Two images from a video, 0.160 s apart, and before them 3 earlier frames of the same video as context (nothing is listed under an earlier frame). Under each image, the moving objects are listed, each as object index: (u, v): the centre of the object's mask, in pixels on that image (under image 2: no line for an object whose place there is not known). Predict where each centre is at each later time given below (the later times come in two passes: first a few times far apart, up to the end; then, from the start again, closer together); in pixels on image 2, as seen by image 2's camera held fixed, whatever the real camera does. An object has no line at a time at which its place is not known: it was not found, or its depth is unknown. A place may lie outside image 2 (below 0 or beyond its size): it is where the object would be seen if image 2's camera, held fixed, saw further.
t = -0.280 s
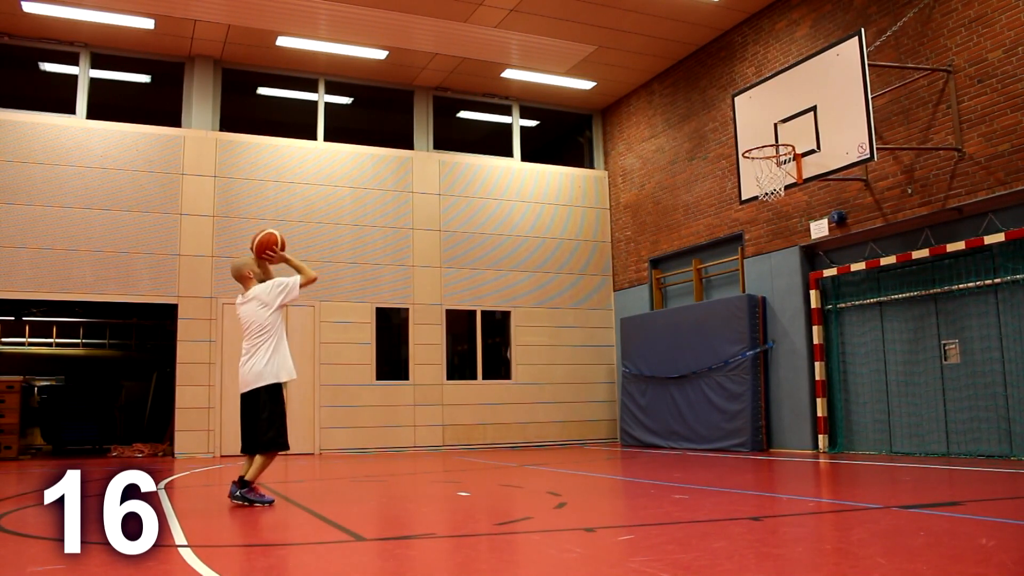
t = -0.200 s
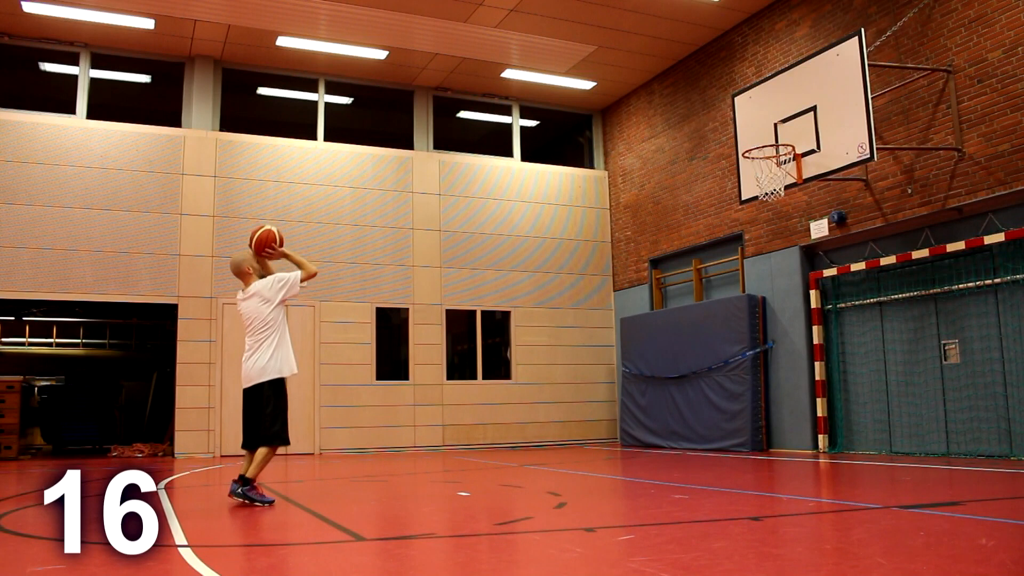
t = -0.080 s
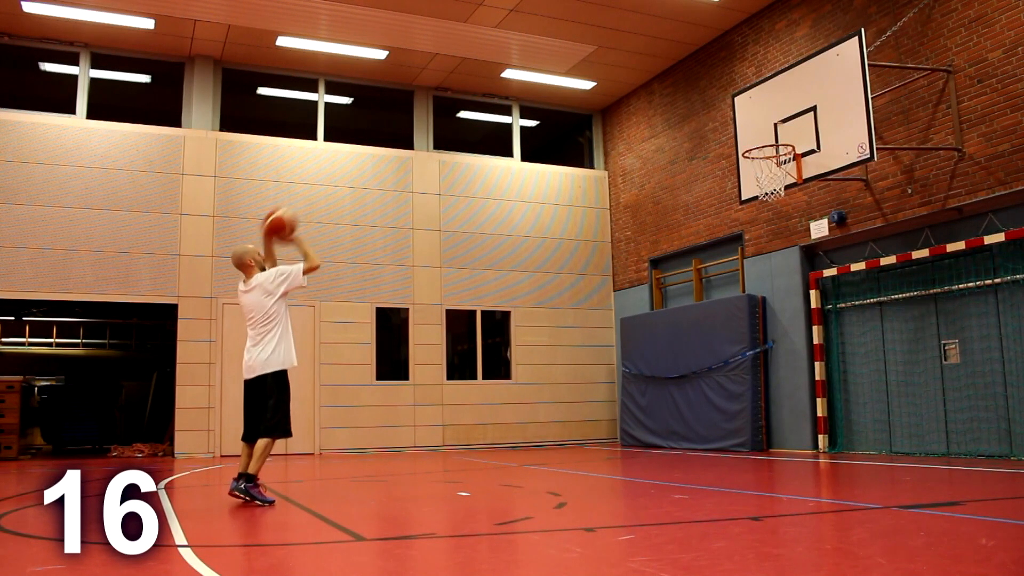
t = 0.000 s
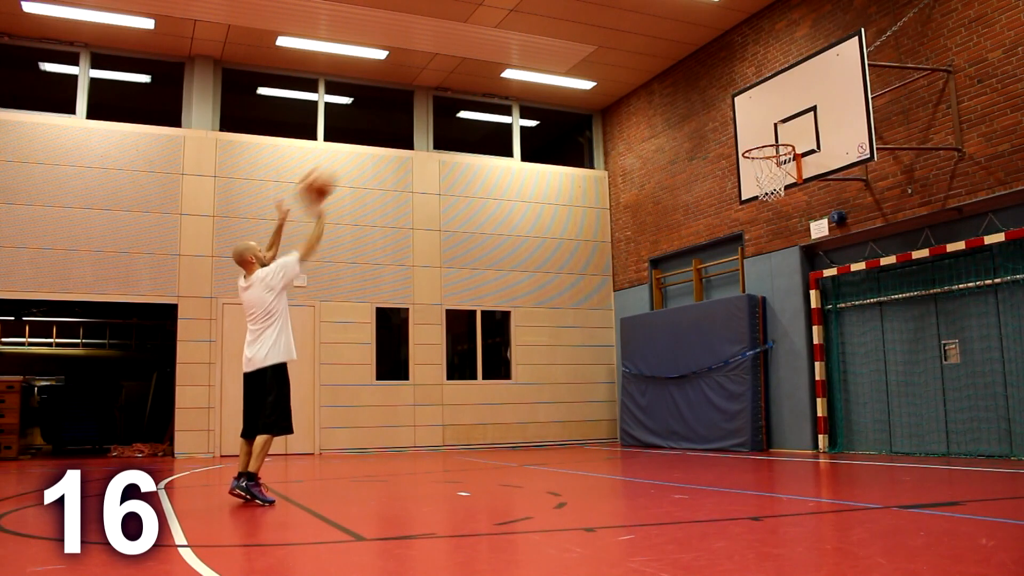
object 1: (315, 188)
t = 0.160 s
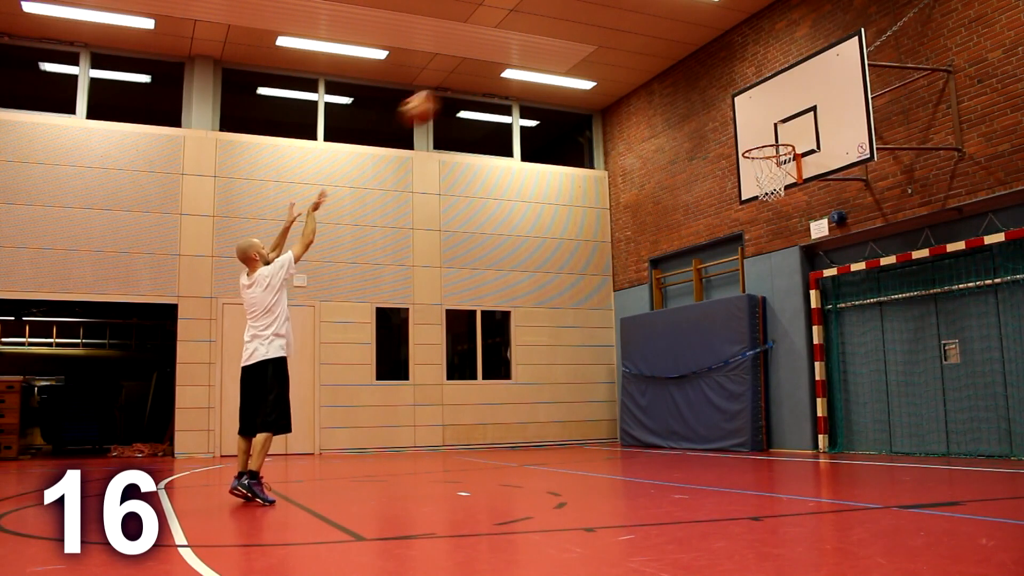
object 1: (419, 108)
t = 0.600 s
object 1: (655, 71)
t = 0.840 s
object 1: (763, 135)
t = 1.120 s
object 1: (766, 192)
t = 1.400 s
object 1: (790, 285)
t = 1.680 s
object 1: (816, 446)
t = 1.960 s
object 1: (839, 341)
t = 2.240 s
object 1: (865, 317)
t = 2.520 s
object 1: (897, 371)
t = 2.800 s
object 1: (926, 414)
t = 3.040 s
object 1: (944, 375)
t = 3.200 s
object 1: (945, 376)
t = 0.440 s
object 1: (575, 60)
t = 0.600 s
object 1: (655, 71)
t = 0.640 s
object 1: (674, 78)
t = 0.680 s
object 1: (692, 87)
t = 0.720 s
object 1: (710, 97)
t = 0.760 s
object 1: (727, 107)
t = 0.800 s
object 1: (747, 123)
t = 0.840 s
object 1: (763, 135)
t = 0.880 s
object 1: (778, 150)
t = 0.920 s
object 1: (762, 158)
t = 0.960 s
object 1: (755, 163)
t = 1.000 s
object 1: (758, 174)
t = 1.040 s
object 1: (760, 180)
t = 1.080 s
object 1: (762, 190)
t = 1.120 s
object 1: (766, 192)
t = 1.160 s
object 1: (770, 201)
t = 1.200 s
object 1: (773, 210)
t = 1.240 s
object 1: (777, 222)
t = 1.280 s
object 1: (780, 235)
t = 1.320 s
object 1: (783, 250)
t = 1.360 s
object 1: (787, 267)
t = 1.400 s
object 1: (790, 285)
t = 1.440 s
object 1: (794, 306)
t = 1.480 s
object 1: (798, 328)
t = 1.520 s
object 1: (801, 352)
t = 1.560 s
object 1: (804, 376)
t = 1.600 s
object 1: (807, 404)
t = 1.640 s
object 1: (811, 432)
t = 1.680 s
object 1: (816, 446)
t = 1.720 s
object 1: (820, 427)
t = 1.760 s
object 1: (823, 408)
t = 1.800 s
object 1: (826, 392)
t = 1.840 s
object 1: (831, 376)
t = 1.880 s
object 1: (832, 363)
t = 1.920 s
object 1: (836, 351)
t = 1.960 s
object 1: (839, 341)
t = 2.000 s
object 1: (843, 333)
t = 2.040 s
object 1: (847, 327)
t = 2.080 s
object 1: (850, 321)
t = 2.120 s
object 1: (854, 318)
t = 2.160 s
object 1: (858, 317)
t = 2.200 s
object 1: (861, 316)
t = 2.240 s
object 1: (865, 317)
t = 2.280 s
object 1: (870, 320)
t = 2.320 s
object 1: (874, 324)
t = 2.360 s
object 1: (878, 330)
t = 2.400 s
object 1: (883, 338)
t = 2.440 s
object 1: (887, 347)
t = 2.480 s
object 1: (892, 358)
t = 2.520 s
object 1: (897, 371)
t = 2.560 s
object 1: (902, 385)
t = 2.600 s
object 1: (907, 401)
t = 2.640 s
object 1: (912, 418)
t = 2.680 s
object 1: (917, 437)
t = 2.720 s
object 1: (921, 439)
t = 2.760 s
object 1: (923, 426)
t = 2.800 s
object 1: (926, 414)
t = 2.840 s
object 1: (929, 403)
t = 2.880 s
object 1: (931, 395)
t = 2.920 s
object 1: (935, 387)
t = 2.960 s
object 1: (938, 382)
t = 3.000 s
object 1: (941, 378)
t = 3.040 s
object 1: (944, 375)
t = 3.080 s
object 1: (947, 374)
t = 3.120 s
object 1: (947, 374)
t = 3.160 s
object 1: (946, 374)
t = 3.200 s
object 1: (945, 376)
